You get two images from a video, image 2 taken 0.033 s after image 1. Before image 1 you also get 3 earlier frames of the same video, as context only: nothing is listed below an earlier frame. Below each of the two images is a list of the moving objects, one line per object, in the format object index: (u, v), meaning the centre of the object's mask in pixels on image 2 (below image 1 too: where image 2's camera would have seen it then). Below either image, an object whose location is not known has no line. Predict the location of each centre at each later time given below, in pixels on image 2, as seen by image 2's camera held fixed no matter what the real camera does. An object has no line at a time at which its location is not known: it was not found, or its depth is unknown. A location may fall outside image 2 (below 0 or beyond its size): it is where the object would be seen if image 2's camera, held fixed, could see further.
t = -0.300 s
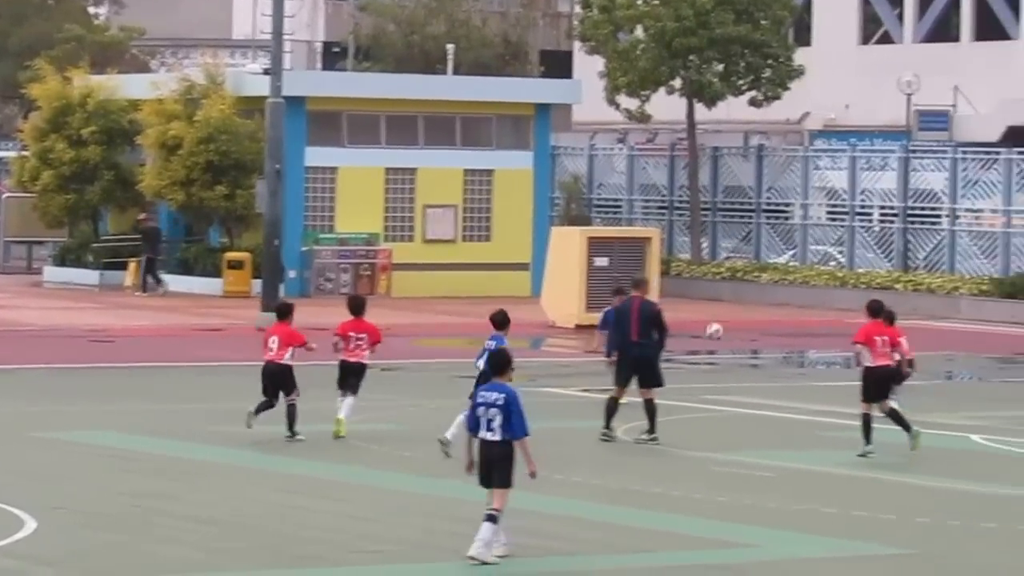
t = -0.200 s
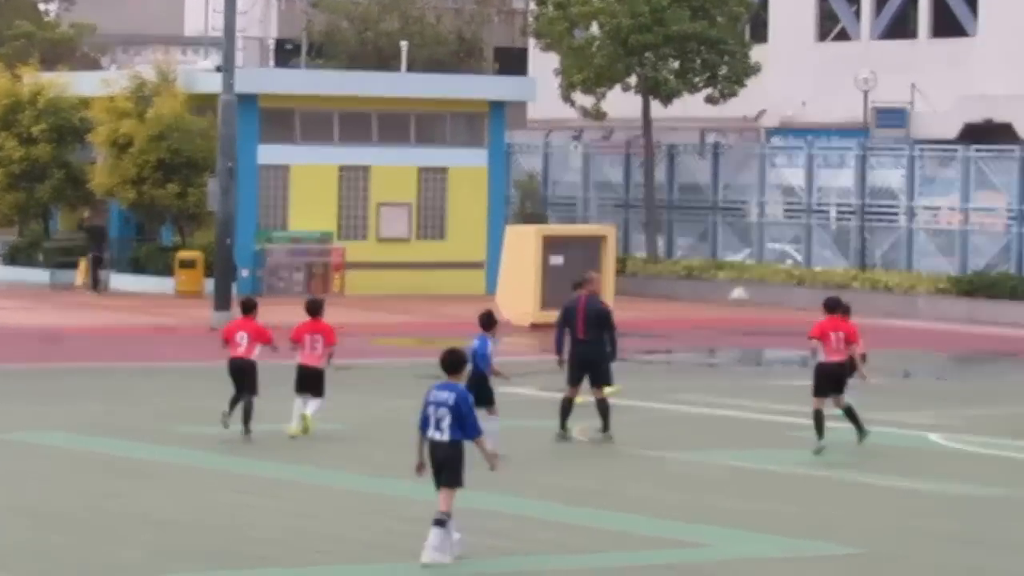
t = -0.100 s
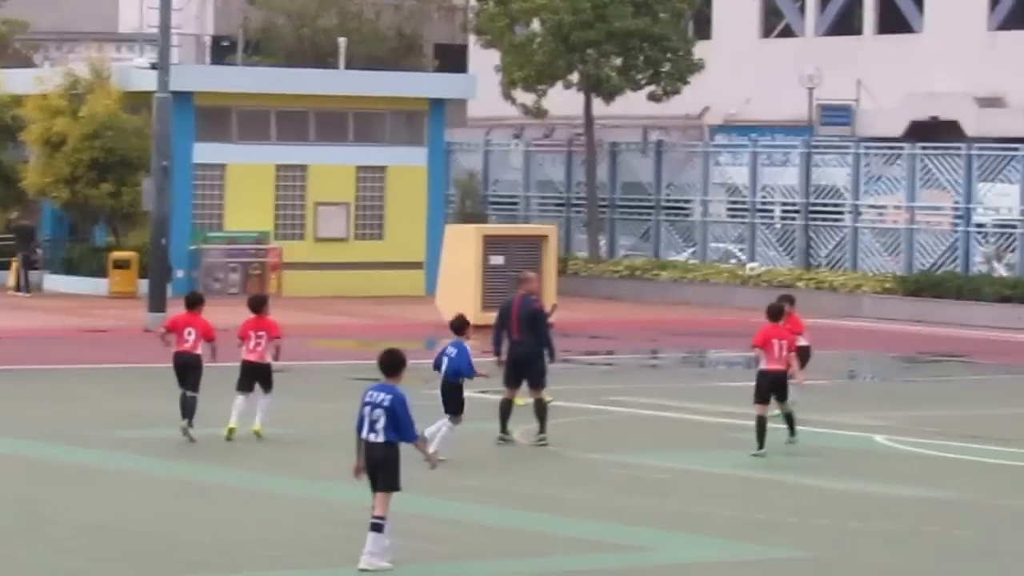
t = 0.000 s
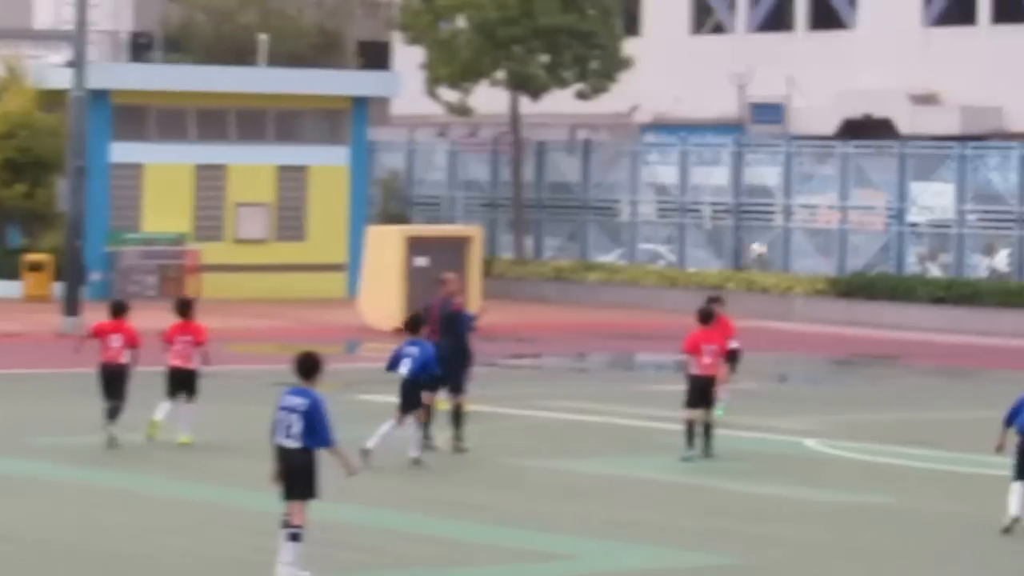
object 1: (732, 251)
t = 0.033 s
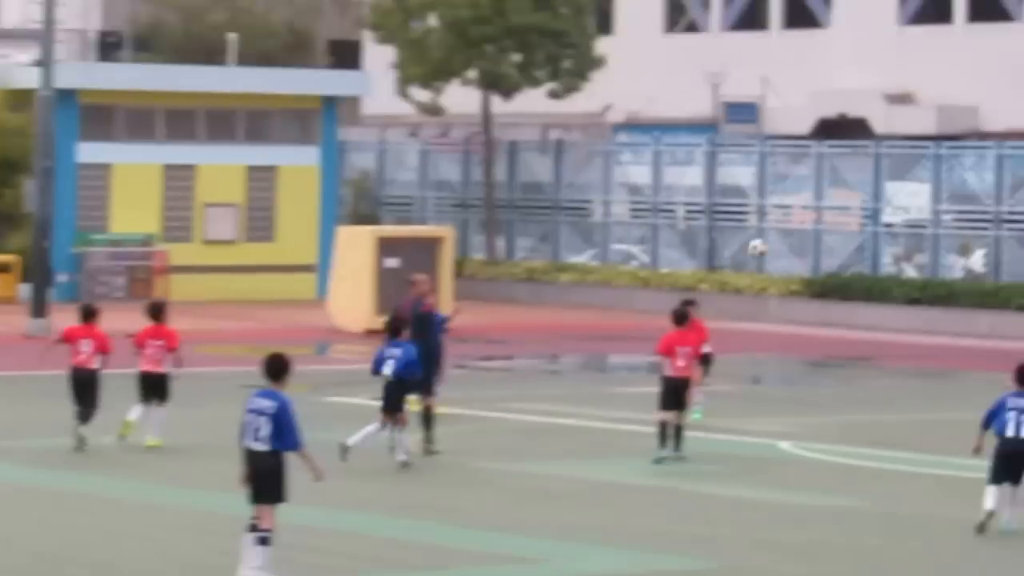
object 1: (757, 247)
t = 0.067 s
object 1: (784, 245)
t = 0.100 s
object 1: (810, 241)
